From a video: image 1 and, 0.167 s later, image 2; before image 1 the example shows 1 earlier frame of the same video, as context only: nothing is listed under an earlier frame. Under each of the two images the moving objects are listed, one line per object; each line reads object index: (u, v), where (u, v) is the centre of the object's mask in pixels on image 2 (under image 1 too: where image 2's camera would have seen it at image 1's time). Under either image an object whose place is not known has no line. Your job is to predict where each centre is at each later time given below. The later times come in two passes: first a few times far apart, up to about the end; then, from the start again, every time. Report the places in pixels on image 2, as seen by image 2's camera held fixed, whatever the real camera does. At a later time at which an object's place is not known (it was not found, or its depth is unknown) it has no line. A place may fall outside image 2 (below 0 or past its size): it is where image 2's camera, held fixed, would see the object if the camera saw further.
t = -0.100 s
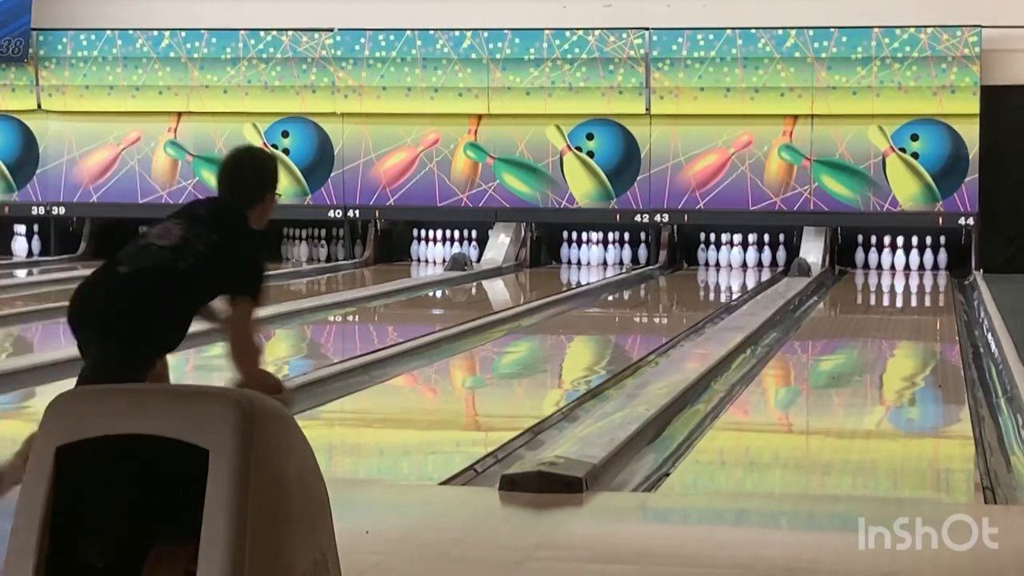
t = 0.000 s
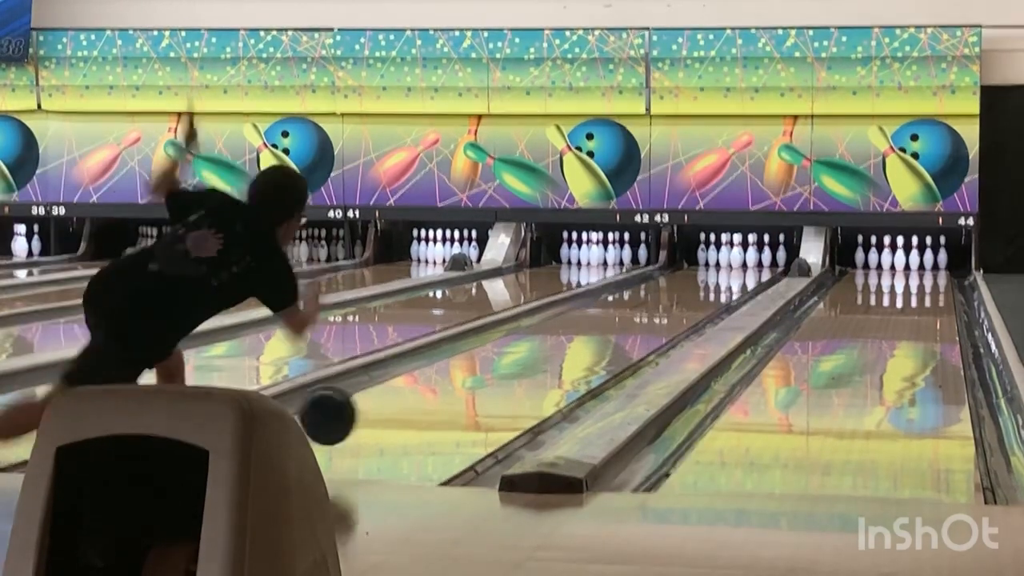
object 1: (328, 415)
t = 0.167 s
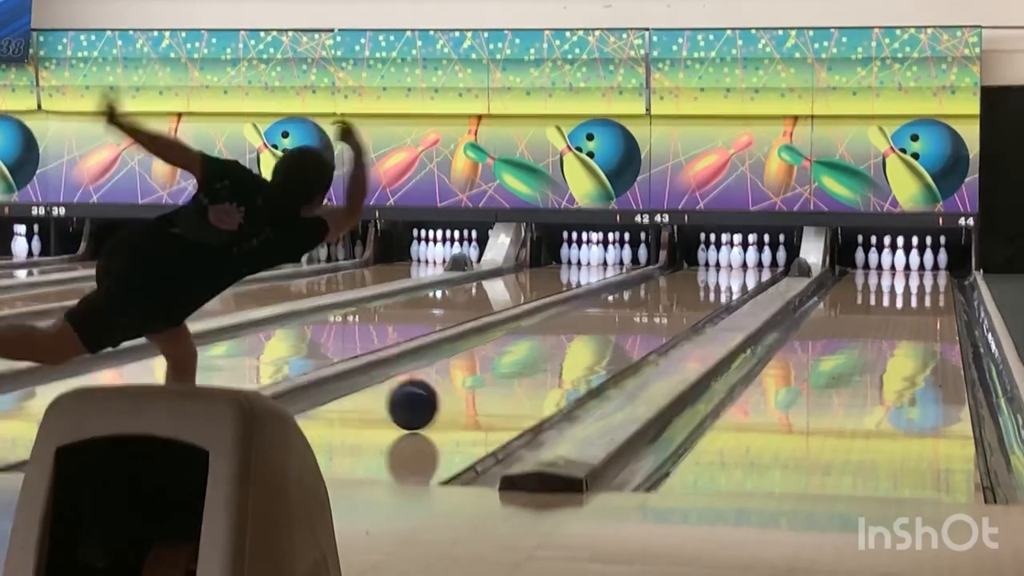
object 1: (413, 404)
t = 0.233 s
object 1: (441, 394)
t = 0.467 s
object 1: (521, 362)
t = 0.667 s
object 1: (572, 342)
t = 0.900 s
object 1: (618, 323)
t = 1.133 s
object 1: (654, 308)
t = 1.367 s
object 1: (682, 295)
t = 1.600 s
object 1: (703, 285)
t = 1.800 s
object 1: (717, 278)
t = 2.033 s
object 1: (727, 271)
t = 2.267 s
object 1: (733, 265)
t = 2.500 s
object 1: (734, 260)
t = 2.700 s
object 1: (737, 257)
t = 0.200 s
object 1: (427, 400)
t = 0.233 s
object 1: (441, 394)
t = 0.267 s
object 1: (454, 388)
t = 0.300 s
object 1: (467, 384)
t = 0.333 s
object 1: (479, 379)
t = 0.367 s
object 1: (489, 375)
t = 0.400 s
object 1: (500, 370)
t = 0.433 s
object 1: (511, 366)
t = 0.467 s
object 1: (521, 362)
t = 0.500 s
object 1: (530, 358)
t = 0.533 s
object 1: (539, 354)
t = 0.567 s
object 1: (548, 351)
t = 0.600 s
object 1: (556, 348)
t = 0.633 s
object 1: (564, 344)
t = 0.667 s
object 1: (572, 342)
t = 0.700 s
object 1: (579, 339)
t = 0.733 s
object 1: (586, 336)
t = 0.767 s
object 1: (593, 333)
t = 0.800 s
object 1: (600, 330)
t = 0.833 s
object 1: (606, 328)
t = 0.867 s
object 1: (612, 325)
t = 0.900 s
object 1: (618, 323)
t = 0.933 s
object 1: (624, 321)
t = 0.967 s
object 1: (629, 318)
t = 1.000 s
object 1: (634, 316)
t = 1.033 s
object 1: (639, 314)
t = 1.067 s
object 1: (645, 312)
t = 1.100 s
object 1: (649, 310)
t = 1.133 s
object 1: (654, 308)
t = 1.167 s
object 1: (658, 305)
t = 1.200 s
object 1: (662, 303)
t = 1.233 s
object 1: (667, 302)
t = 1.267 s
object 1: (671, 300)
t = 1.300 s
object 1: (674, 298)
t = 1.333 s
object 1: (678, 297)
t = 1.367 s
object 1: (682, 295)
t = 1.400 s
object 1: (685, 294)
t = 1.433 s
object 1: (688, 292)
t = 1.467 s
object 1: (692, 291)
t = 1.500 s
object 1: (695, 289)
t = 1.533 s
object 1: (698, 288)
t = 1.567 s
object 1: (700, 287)
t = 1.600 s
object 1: (703, 285)
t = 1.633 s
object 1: (705, 284)
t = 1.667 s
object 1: (708, 282)
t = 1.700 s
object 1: (710, 281)
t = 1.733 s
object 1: (712, 280)
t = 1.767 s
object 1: (715, 279)
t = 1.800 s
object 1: (717, 278)
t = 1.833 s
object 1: (719, 277)
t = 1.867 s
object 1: (721, 276)
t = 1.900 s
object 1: (722, 275)
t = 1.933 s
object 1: (724, 274)
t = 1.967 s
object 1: (725, 273)
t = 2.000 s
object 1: (727, 272)
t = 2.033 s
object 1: (727, 271)
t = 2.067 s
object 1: (729, 270)
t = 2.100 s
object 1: (731, 269)
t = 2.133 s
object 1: (731, 268)
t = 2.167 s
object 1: (732, 267)
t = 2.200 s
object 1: (732, 267)
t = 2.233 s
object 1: (733, 266)
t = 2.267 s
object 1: (733, 265)
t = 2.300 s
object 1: (734, 264)
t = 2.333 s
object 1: (734, 264)
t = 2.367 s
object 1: (734, 263)
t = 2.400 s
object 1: (735, 262)
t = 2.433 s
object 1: (735, 261)
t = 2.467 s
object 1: (734, 260)
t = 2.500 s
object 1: (734, 260)
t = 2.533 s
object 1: (734, 259)
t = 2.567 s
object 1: (734, 259)
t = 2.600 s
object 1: (734, 258)
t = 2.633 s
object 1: (735, 258)
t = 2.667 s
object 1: (736, 258)
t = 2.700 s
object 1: (737, 257)
